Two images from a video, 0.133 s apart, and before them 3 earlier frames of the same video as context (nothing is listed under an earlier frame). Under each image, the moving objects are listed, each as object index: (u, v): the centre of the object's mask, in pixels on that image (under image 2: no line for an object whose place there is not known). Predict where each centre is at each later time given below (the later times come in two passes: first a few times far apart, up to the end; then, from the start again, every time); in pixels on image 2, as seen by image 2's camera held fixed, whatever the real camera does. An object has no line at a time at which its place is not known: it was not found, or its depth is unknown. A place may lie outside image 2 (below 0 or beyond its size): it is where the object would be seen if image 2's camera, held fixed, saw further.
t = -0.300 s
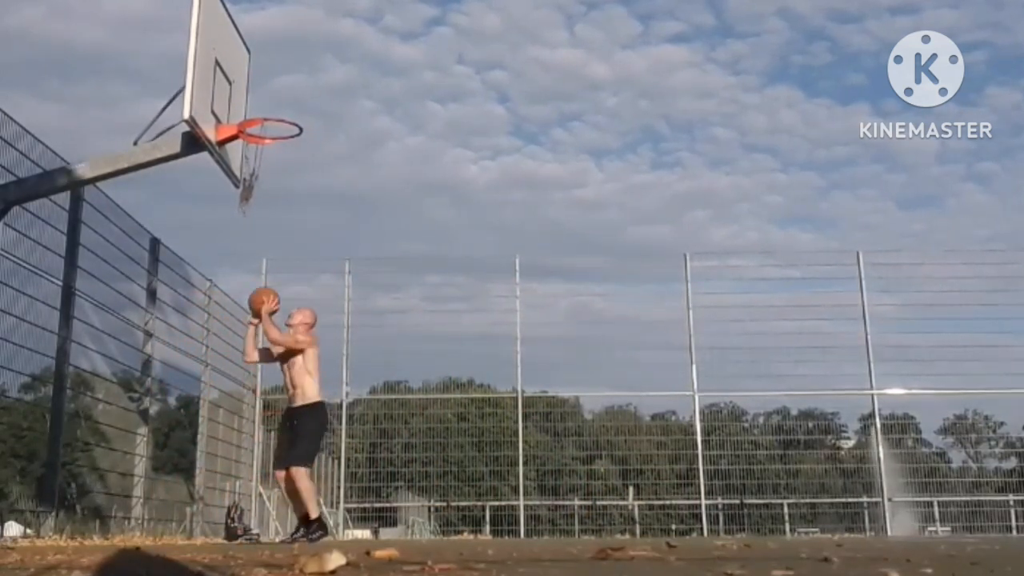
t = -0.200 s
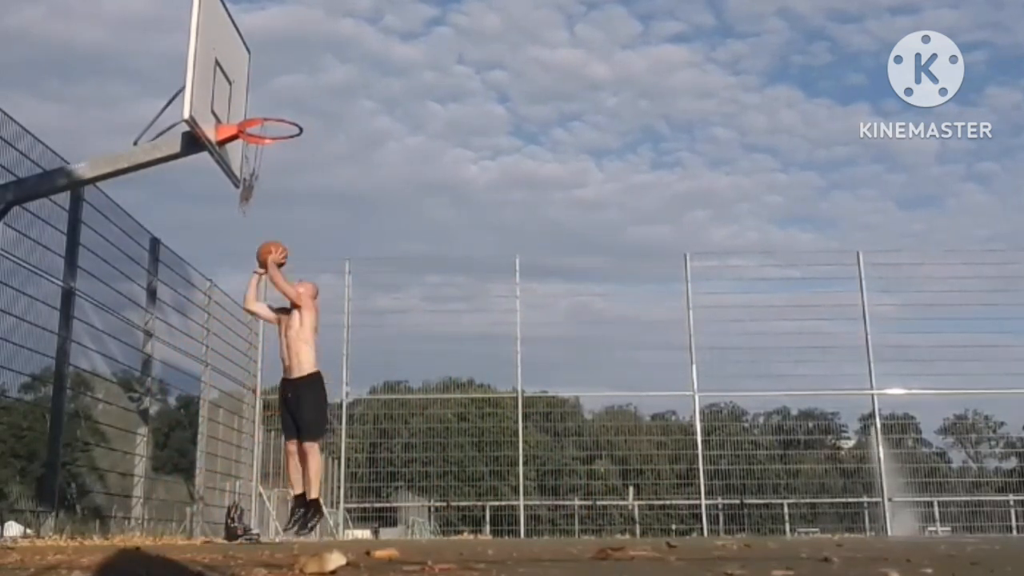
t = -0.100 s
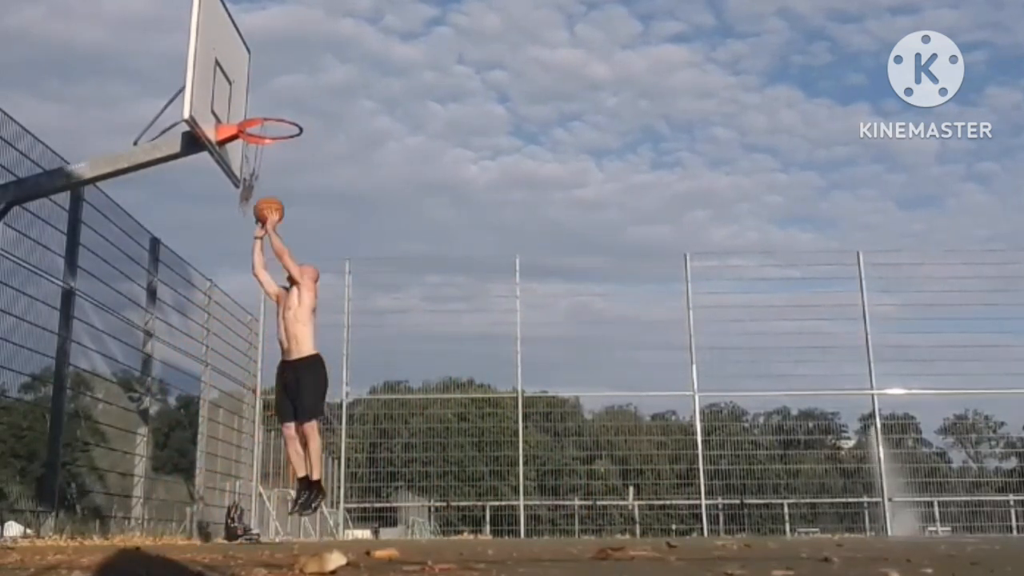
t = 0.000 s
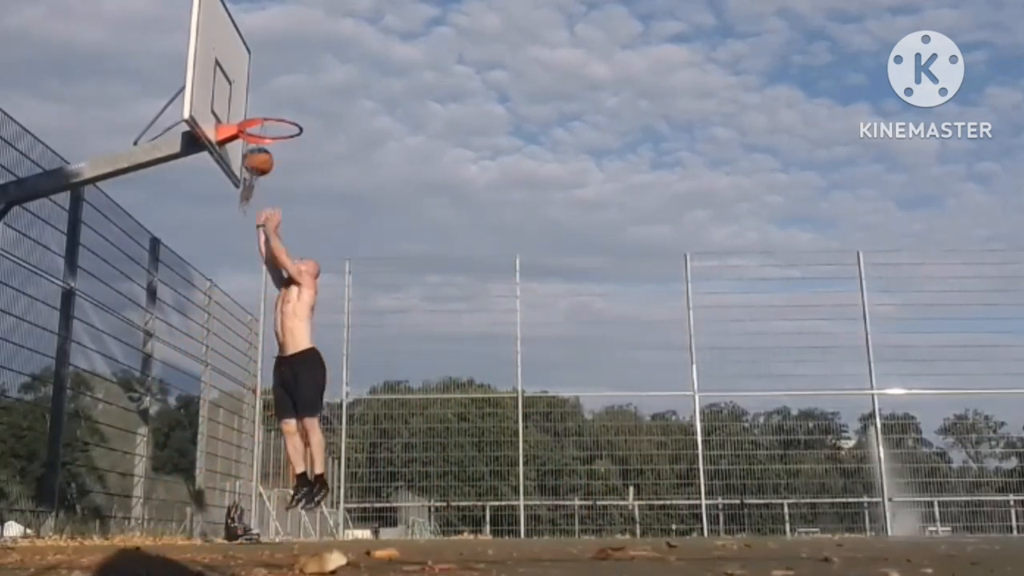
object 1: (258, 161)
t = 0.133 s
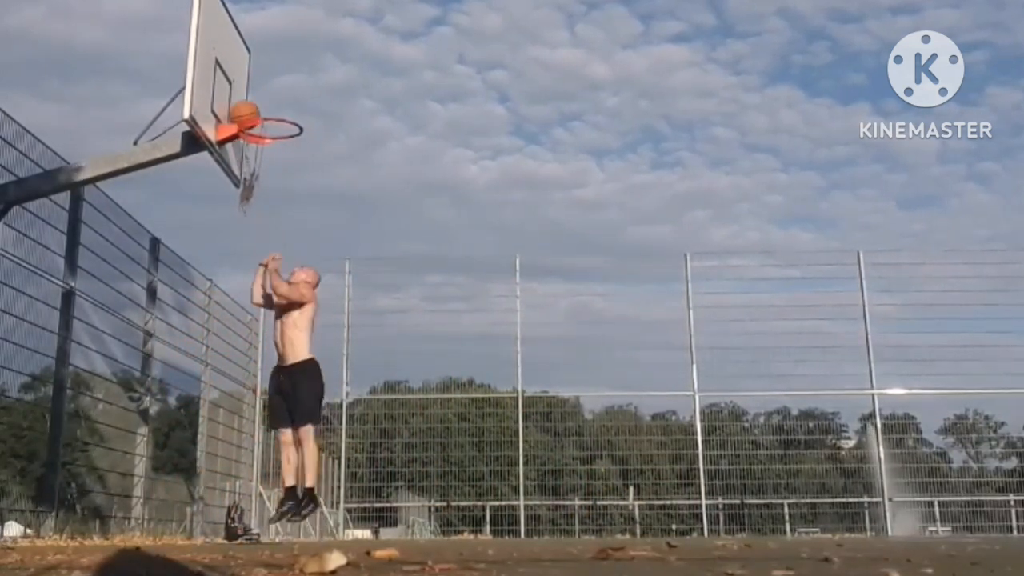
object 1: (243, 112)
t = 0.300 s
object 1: (258, 104)
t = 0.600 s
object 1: (282, 171)
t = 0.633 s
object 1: (284, 186)
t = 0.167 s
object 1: (247, 108)
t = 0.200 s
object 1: (250, 106)
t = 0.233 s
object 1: (253, 104)
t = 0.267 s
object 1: (256, 103)
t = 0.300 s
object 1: (258, 104)
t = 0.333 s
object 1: (261, 105)
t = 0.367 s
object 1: (264, 107)
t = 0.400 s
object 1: (267, 113)
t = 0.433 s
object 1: (269, 120)
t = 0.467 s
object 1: (272, 128)
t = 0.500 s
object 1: (275, 138)
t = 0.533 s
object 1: (277, 147)
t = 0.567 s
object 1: (279, 158)
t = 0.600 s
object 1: (282, 171)
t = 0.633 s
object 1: (284, 186)
